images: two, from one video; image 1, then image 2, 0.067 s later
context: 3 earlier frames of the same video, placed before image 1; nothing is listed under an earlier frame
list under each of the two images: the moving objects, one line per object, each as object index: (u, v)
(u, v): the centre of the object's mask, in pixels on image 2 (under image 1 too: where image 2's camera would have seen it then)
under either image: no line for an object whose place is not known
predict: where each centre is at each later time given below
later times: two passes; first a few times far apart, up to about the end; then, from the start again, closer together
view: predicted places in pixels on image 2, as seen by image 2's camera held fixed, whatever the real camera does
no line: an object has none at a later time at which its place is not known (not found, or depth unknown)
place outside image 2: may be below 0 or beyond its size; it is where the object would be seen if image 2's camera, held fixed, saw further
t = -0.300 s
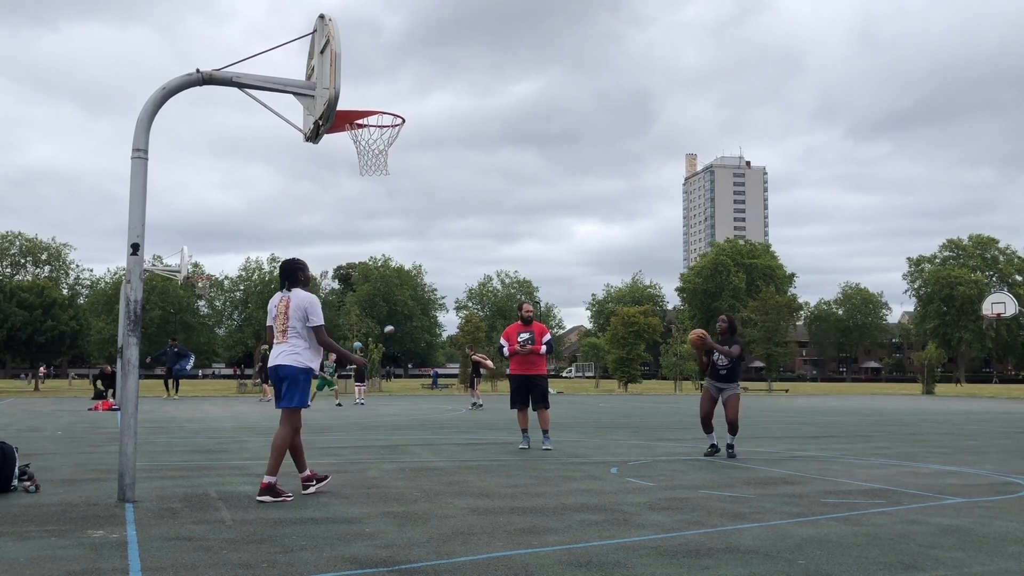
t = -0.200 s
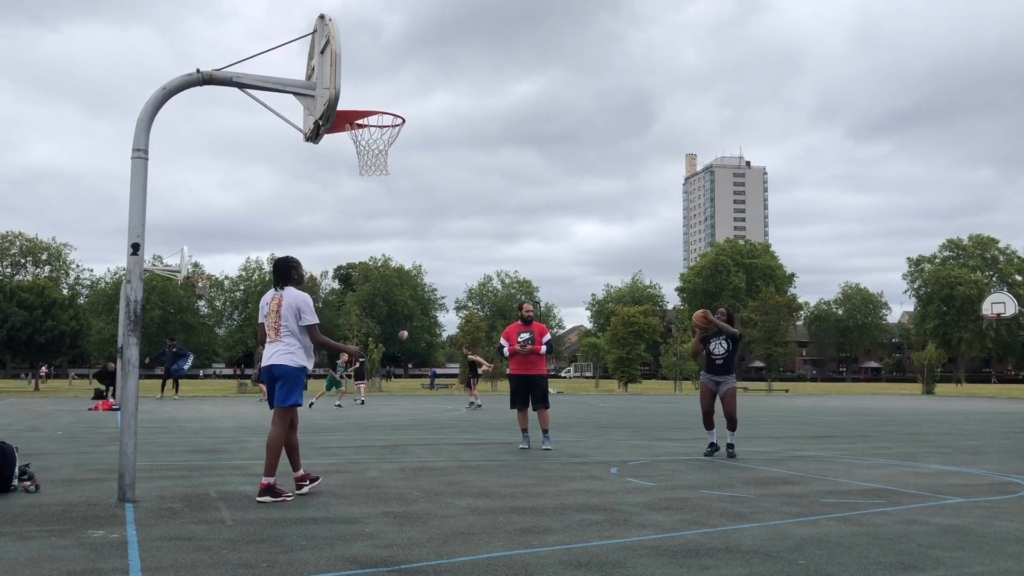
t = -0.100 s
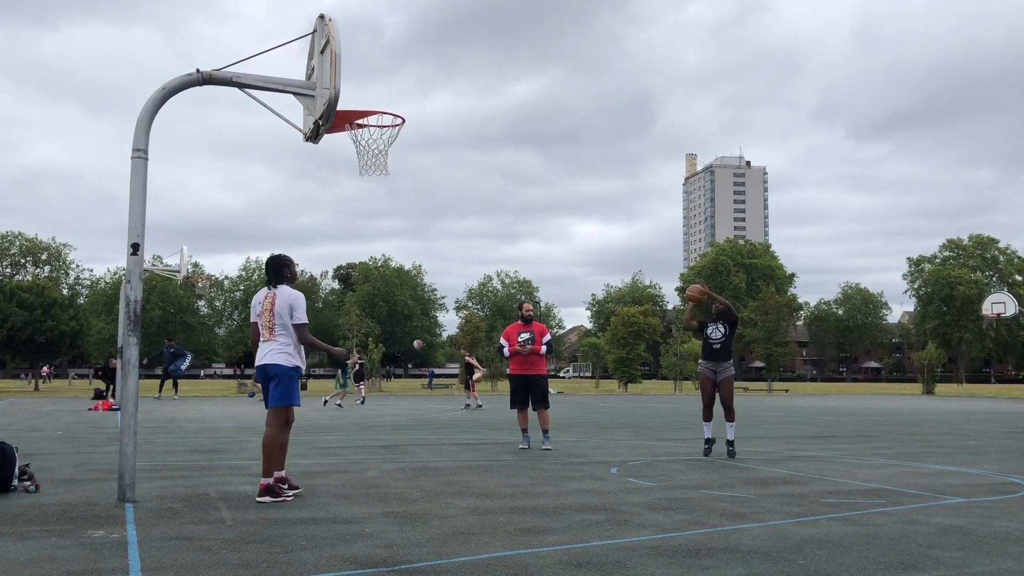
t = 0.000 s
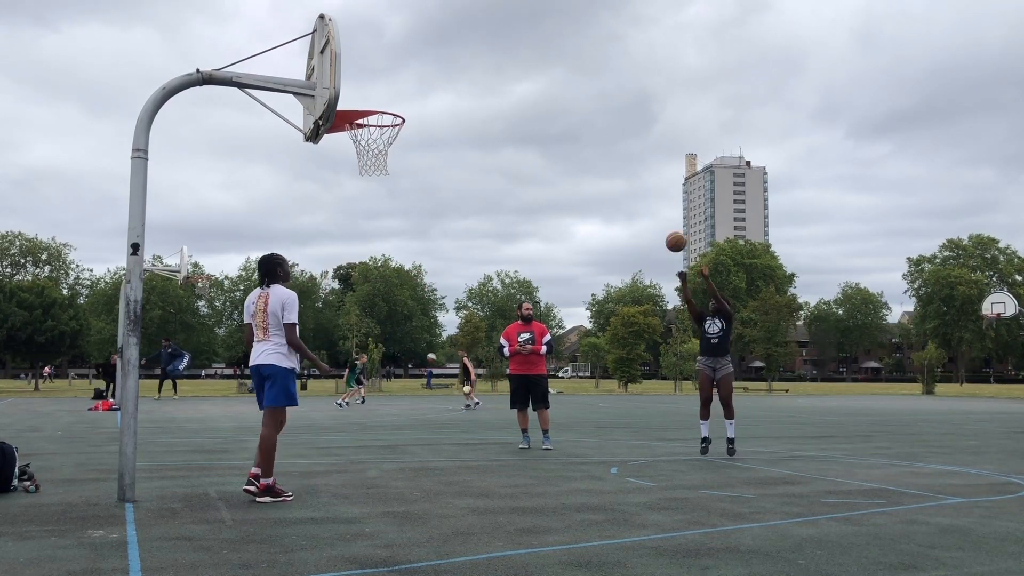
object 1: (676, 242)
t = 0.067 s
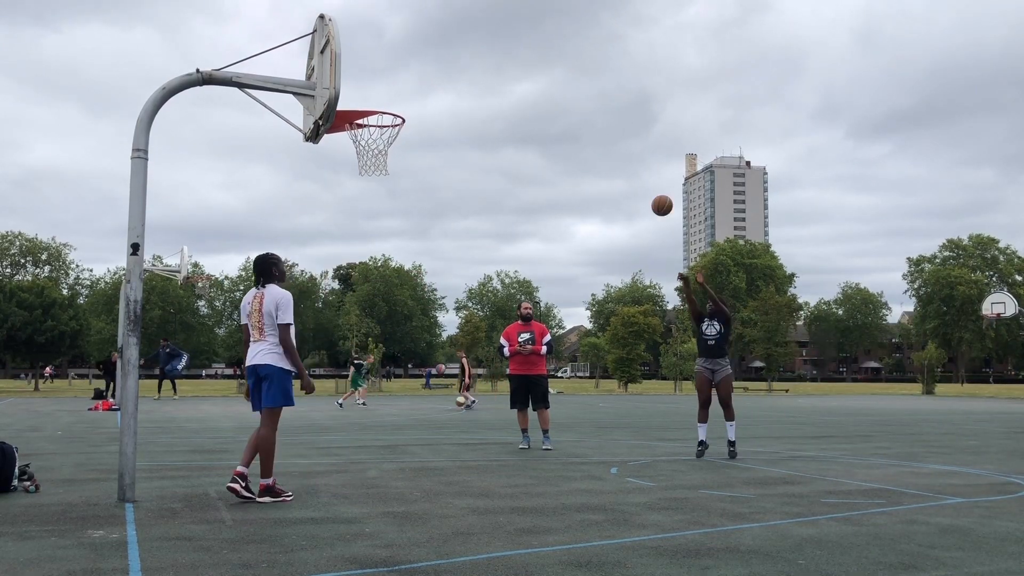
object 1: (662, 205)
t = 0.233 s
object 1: (625, 127)
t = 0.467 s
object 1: (569, 50)
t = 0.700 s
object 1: (505, 19)
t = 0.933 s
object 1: (432, 43)
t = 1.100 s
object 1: (372, 100)
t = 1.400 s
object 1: (402, 232)
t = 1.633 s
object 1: (443, 408)
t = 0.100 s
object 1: (655, 188)
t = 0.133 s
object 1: (648, 172)
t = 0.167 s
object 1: (640, 156)
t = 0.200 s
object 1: (633, 141)
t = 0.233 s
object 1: (625, 127)
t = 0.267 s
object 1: (618, 113)
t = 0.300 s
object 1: (610, 101)
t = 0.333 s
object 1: (602, 89)
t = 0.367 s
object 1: (594, 78)
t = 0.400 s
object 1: (586, 68)
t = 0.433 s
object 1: (577, 58)
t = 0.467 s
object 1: (569, 50)
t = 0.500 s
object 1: (560, 42)
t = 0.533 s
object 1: (551, 36)
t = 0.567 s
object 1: (543, 30)
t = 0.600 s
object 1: (533, 26)
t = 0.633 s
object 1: (524, 22)
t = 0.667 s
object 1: (514, 20)
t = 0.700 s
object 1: (505, 19)
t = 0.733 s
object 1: (495, 18)
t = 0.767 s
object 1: (485, 19)
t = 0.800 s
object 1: (475, 22)
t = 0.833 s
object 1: (464, 25)
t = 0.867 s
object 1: (454, 30)
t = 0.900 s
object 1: (443, 36)
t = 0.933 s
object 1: (432, 43)
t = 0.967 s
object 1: (420, 52)
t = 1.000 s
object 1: (408, 63)
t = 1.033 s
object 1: (396, 75)
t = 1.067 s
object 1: (384, 88)
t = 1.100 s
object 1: (372, 100)
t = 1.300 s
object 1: (384, 182)
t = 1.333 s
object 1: (390, 197)
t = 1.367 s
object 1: (396, 213)
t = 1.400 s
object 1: (402, 232)
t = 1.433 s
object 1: (408, 251)
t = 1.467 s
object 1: (414, 273)
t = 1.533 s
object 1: (425, 321)
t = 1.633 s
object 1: (443, 408)
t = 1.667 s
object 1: (448, 441)
